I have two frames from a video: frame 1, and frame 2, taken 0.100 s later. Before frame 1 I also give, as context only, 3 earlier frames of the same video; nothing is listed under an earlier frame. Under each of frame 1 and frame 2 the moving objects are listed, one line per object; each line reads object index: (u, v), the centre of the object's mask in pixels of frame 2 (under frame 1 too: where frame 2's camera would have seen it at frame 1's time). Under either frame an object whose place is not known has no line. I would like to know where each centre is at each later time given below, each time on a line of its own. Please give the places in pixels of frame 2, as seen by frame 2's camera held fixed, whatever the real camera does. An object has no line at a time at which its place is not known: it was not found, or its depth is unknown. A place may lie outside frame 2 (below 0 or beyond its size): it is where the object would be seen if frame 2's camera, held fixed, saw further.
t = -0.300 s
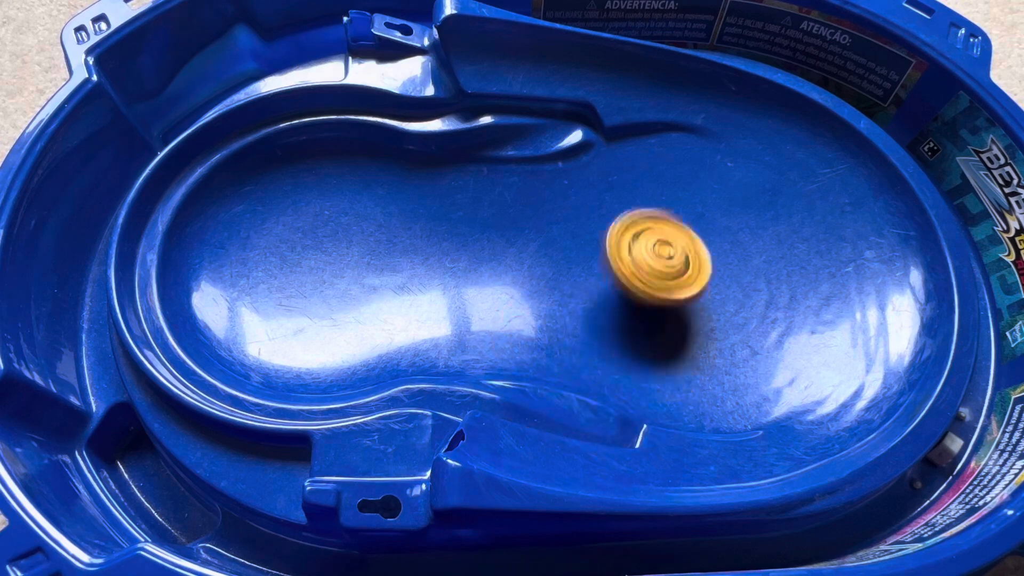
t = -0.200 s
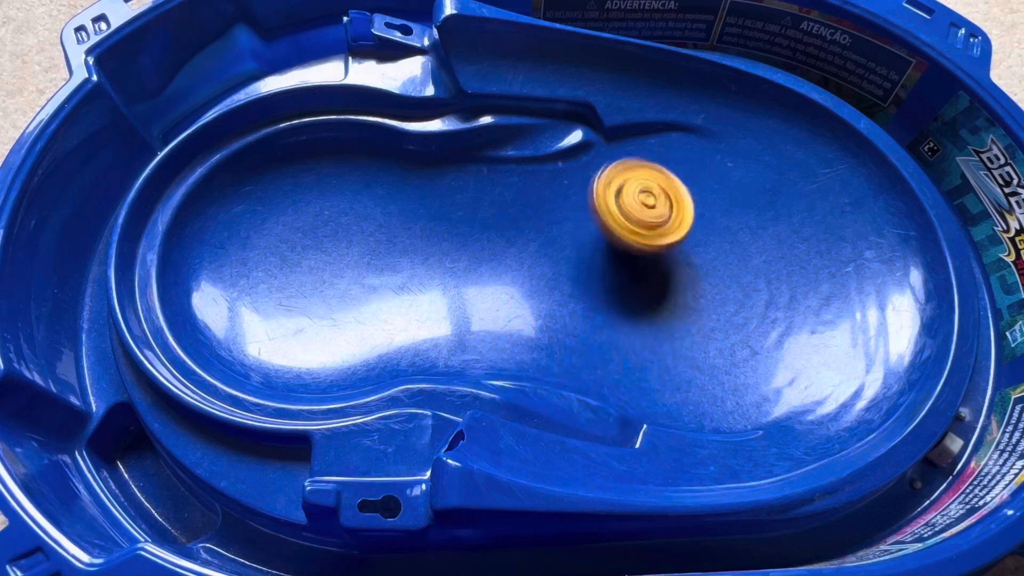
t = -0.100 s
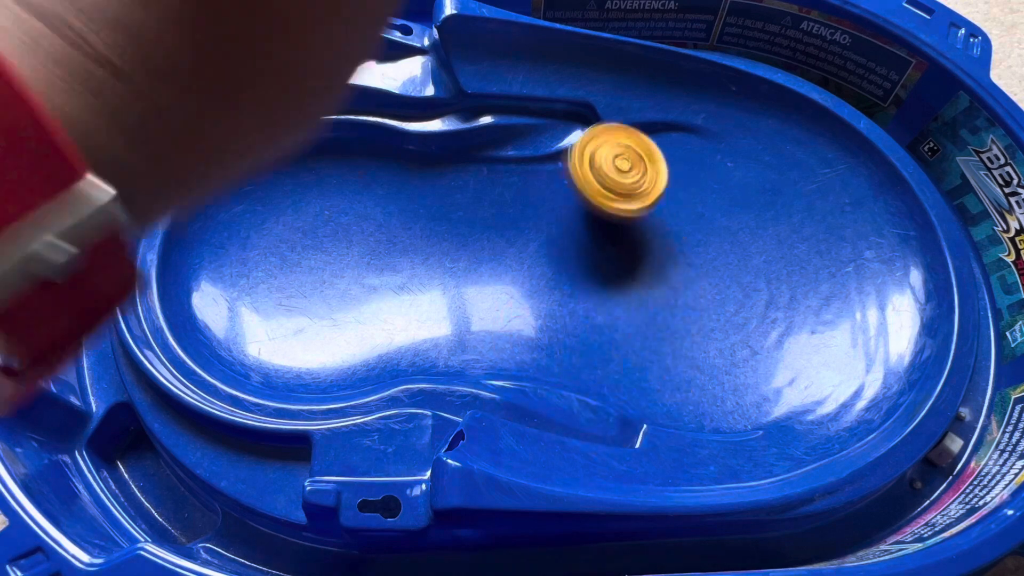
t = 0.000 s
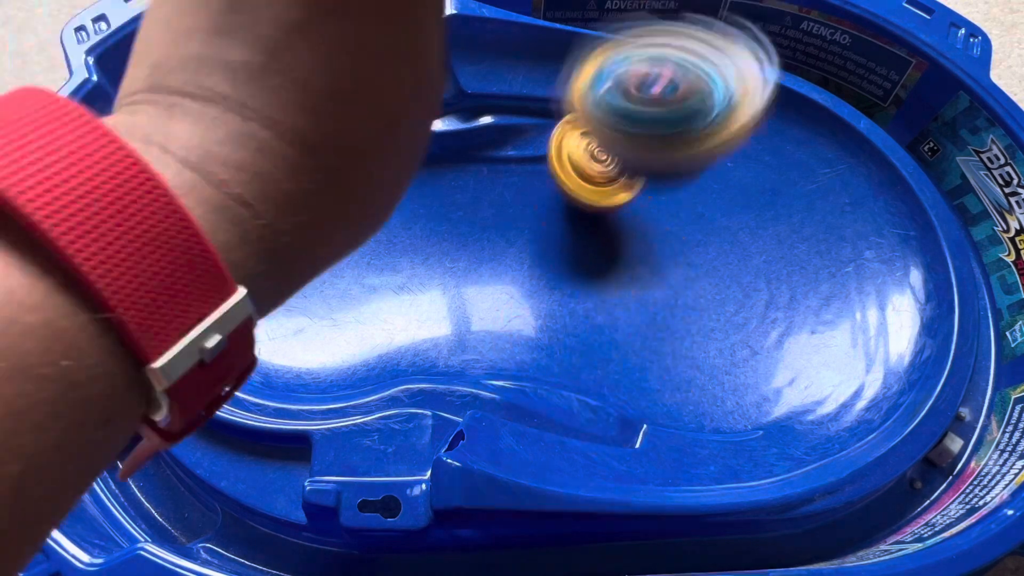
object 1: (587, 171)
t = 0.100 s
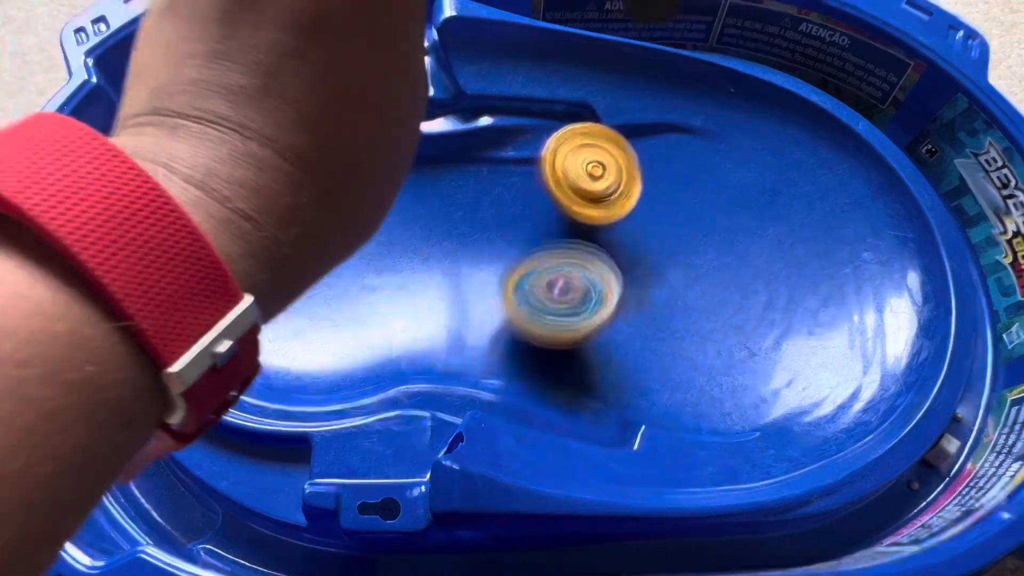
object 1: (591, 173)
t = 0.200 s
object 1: (702, 111)
